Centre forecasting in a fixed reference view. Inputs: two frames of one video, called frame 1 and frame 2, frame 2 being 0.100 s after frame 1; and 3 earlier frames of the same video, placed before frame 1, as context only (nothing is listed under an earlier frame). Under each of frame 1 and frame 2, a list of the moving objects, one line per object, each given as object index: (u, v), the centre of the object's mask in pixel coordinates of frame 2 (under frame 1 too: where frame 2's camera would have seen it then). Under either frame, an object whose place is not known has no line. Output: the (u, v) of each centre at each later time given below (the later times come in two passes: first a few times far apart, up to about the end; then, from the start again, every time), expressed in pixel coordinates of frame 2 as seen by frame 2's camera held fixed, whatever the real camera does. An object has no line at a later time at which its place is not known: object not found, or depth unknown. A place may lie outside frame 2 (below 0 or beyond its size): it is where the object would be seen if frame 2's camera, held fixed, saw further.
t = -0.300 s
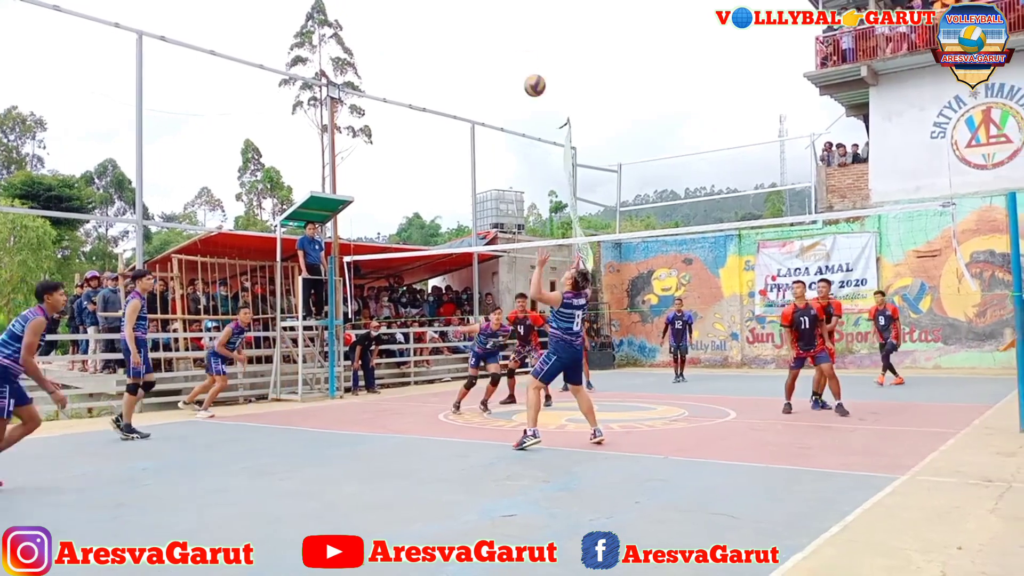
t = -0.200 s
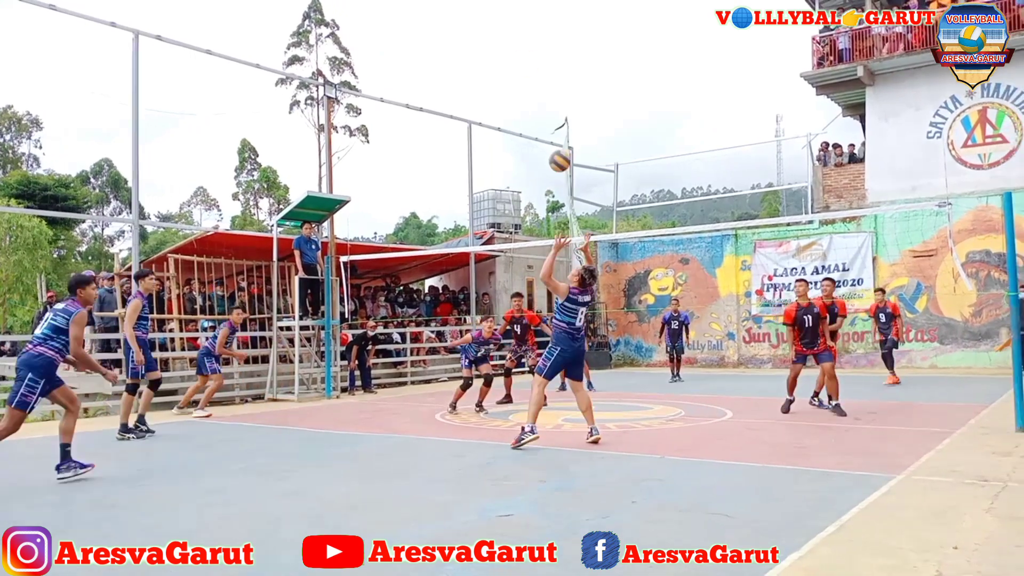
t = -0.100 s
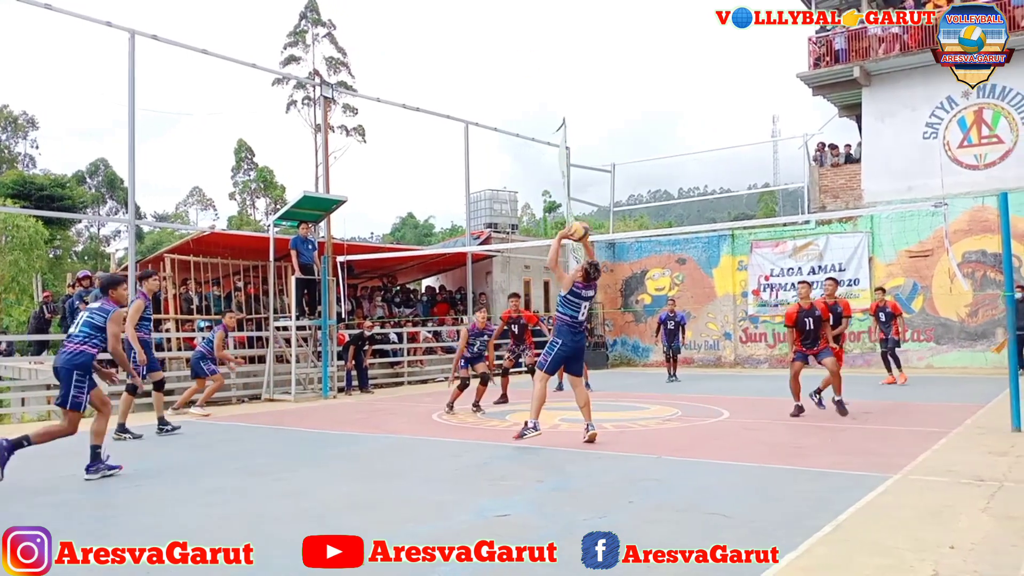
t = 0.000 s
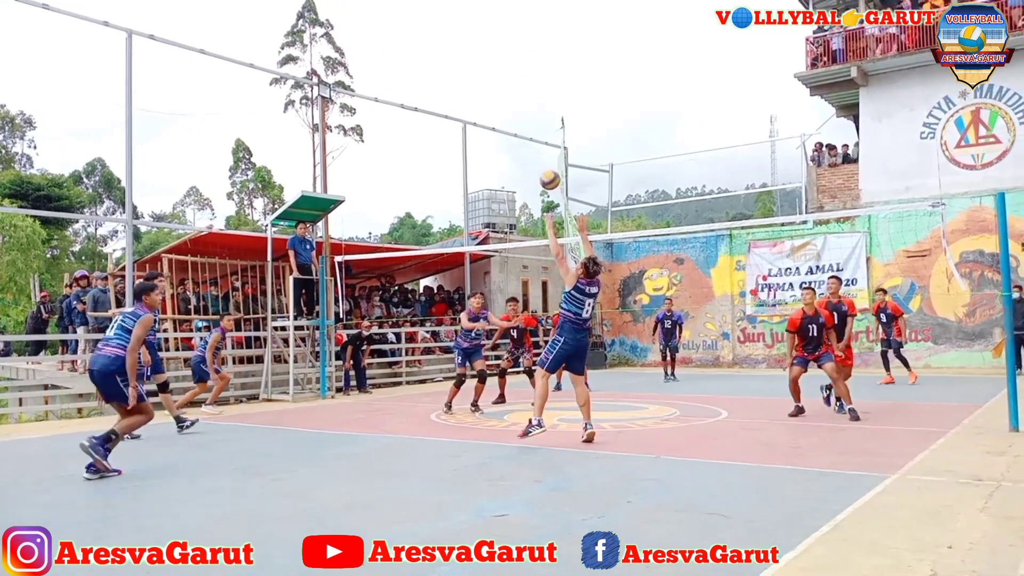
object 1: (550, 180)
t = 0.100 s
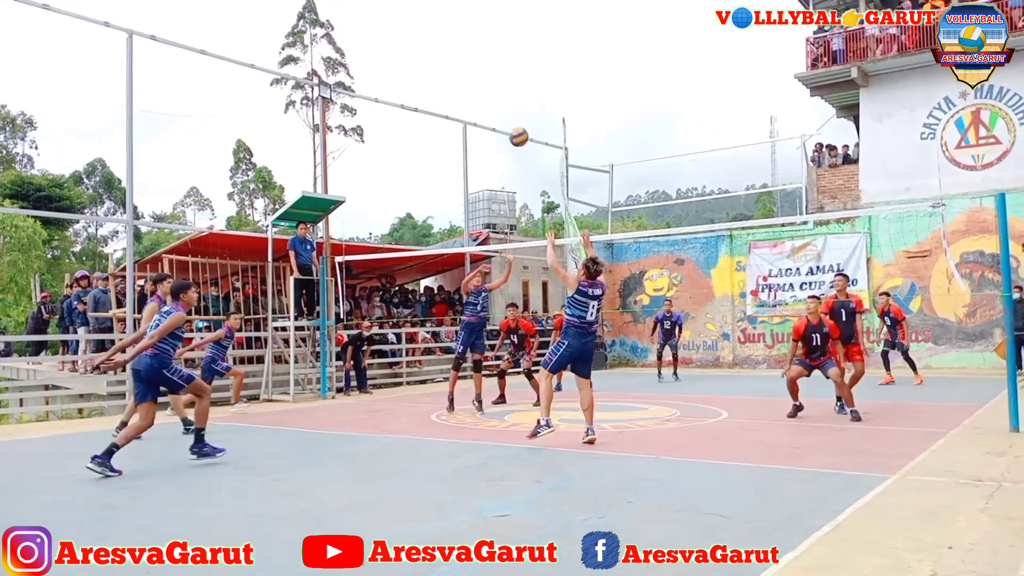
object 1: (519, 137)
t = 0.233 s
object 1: (481, 99)
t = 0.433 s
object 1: (435, 77)
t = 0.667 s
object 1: (395, 91)
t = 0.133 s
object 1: (509, 125)
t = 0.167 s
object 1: (499, 115)
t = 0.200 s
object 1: (490, 106)
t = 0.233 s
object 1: (481, 99)
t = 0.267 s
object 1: (473, 92)
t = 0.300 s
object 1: (465, 87)
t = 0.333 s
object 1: (457, 83)
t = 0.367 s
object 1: (449, 80)
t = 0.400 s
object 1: (442, 78)
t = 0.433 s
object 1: (435, 77)
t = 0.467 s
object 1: (429, 76)
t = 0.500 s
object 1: (423, 77)
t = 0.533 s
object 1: (417, 78)
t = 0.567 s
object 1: (411, 80)
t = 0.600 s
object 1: (406, 83)
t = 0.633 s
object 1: (400, 87)
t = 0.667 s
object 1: (395, 91)
